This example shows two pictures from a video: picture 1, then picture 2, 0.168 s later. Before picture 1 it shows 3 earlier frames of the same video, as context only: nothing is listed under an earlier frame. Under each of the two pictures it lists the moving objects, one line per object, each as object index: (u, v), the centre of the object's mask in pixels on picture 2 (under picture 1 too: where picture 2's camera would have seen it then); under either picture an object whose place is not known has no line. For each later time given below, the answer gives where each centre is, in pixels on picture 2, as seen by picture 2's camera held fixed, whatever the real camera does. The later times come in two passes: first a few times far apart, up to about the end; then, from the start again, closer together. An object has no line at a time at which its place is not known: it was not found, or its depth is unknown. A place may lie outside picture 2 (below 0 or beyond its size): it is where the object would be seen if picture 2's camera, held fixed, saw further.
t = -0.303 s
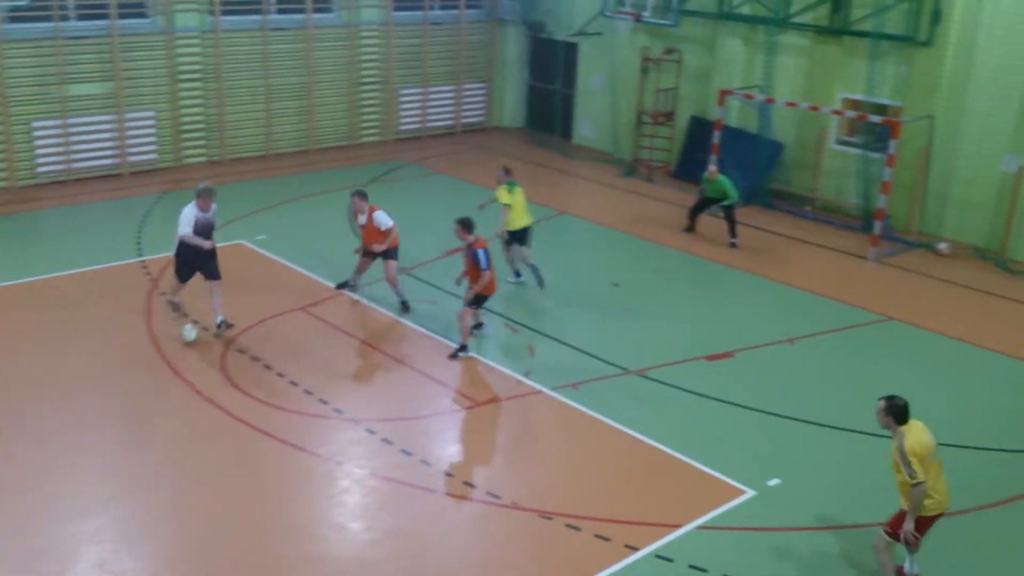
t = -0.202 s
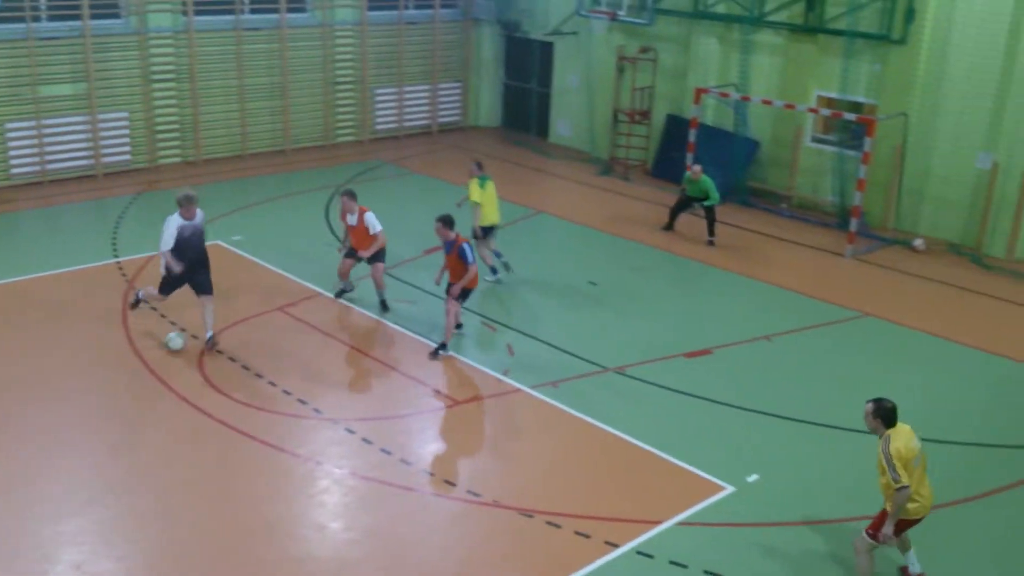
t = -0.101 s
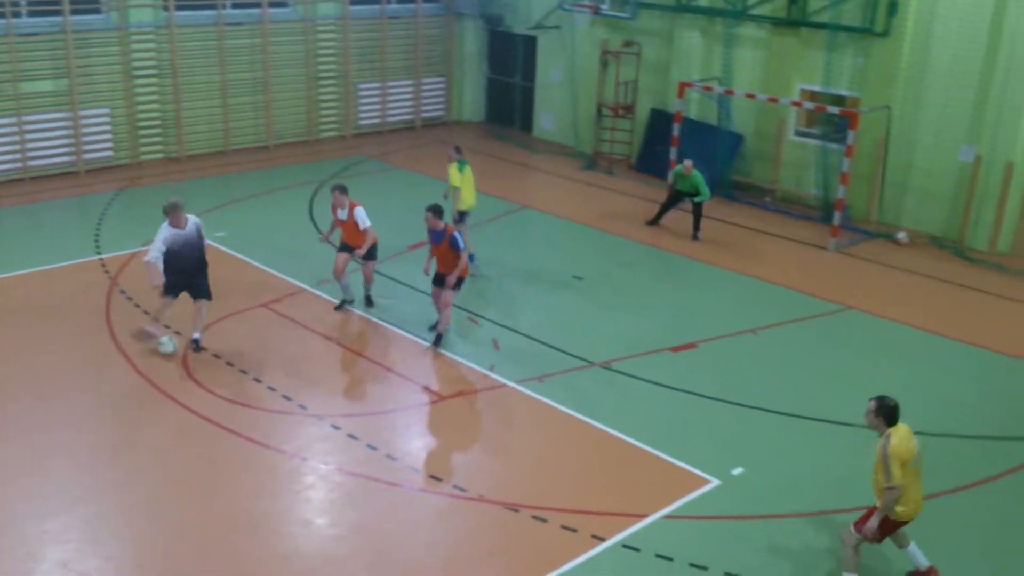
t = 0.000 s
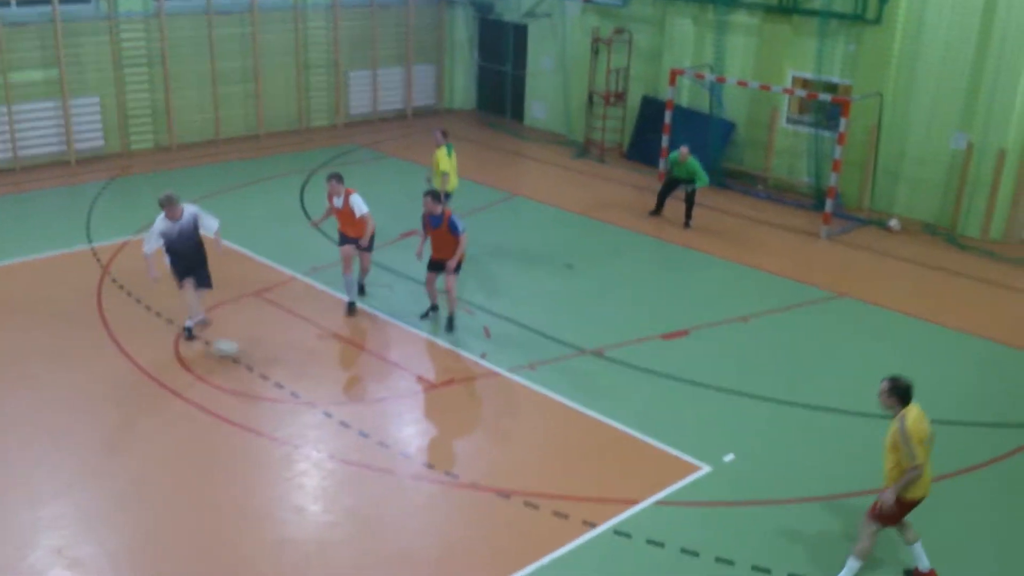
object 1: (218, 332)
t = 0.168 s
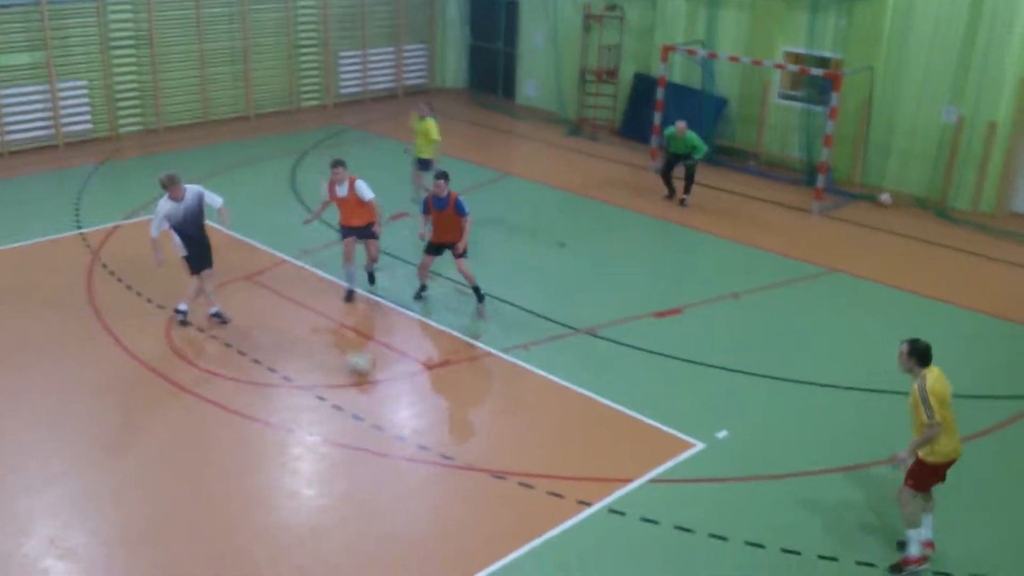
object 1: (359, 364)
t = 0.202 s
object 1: (387, 371)
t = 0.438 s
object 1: (576, 408)
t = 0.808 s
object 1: (877, 468)
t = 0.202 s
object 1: (387, 371)
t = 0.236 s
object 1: (414, 374)
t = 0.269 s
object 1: (442, 379)
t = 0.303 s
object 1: (468, 383)
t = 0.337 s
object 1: (496, 391)
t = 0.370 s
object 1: (522, 398)
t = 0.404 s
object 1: (549, 402)
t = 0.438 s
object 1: (576, 408)
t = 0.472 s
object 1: (601, 414)
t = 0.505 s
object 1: (629, 419)
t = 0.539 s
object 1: (653, 423)
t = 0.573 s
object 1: (680, 427)
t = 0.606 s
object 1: (710, 435)
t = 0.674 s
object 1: (763, 446)
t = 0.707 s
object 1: (792, 452)
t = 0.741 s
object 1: (818, 456)
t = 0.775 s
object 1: (849, 461)
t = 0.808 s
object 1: (877, 468)
